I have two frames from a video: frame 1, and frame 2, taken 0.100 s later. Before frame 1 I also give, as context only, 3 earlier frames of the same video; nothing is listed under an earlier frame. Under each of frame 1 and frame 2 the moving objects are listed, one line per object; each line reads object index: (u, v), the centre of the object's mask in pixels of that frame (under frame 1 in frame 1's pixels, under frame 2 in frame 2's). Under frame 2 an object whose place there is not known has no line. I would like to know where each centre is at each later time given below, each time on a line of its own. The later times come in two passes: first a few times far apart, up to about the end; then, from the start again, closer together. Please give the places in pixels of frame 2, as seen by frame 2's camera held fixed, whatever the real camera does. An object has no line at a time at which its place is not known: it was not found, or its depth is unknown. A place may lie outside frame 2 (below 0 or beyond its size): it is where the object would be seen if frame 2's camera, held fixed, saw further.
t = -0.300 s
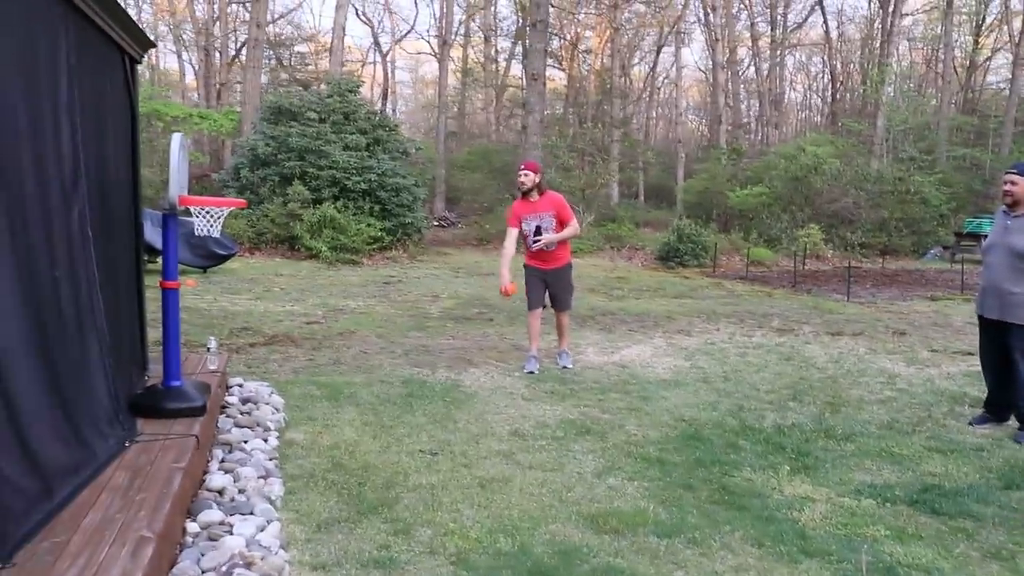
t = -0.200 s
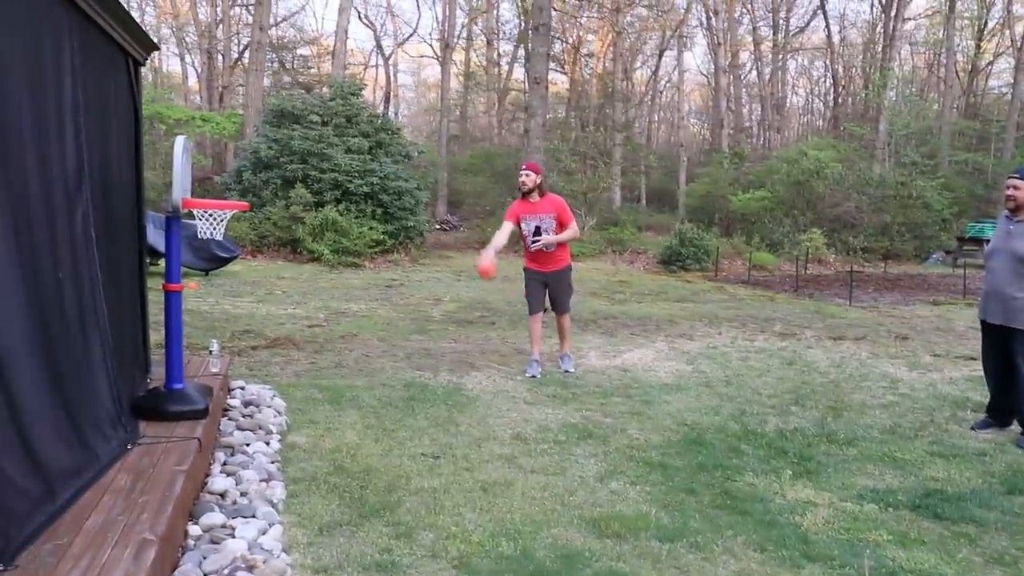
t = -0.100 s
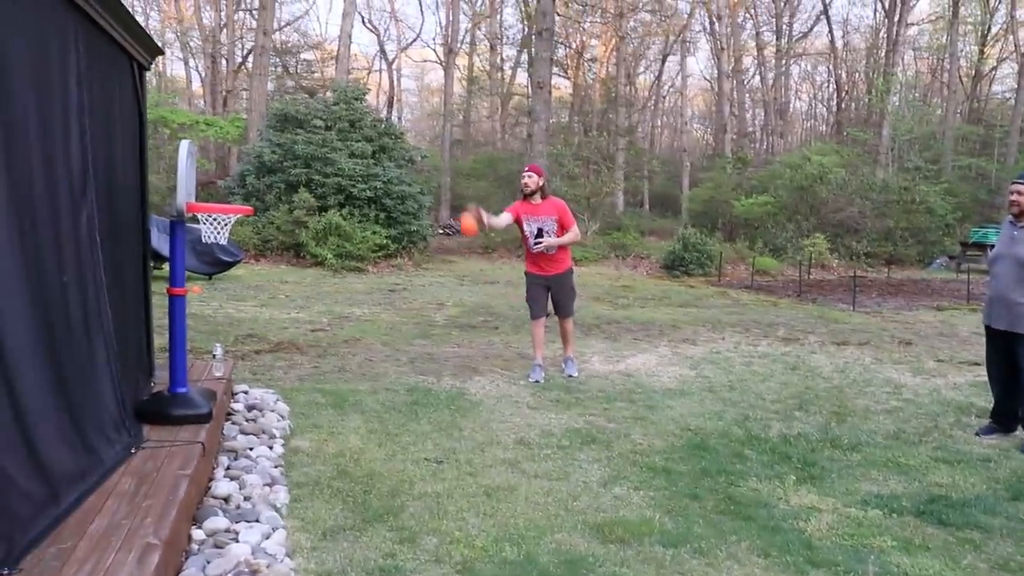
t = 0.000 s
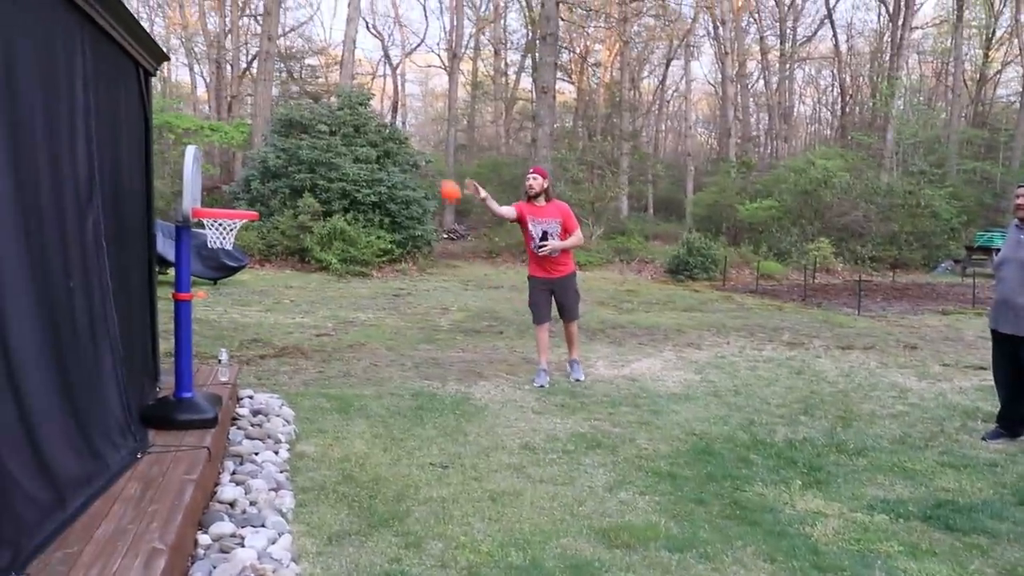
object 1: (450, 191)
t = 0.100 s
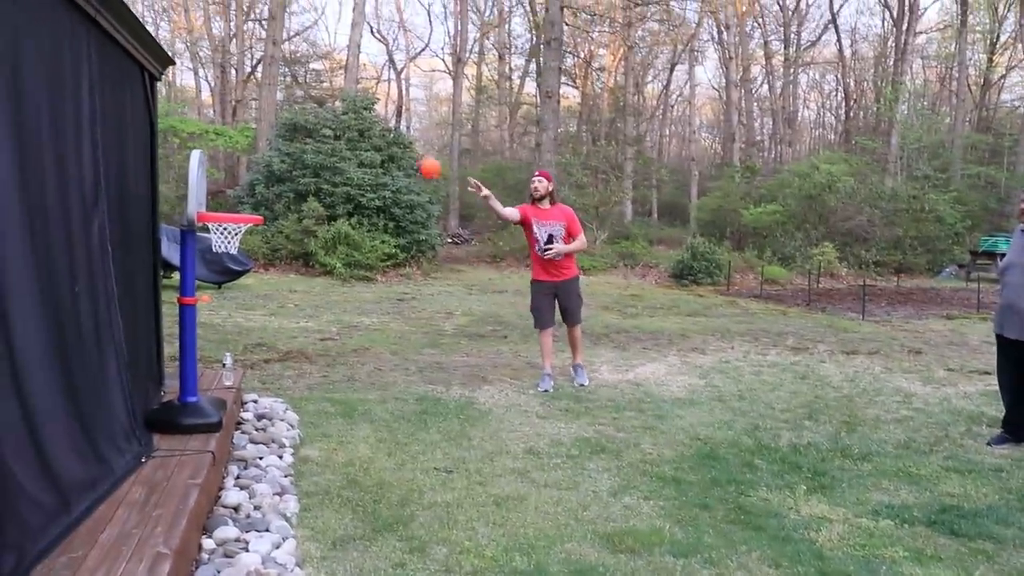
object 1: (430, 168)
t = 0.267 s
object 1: (384, 148)
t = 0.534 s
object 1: (294, 212)
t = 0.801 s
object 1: (181, 437)
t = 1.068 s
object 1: (119, 307)
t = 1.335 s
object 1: (90, 298)
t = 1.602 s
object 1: (100, 444)
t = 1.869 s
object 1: (132, 415)
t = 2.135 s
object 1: (173, 474)
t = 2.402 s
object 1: (218, 555)
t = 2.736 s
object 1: (200, 580)
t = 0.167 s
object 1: (412, 155)
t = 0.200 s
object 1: (403, 150)
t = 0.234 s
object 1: (394, 148)
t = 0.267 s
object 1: (384, 148)
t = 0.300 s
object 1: (375, 149)
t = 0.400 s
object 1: (340, 163)
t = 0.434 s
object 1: (330, 171)
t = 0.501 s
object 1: (306, 195)
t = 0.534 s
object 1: (294, 212)
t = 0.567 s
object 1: (282, 230)
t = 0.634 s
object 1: (254, 277)
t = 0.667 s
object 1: (240, 305)
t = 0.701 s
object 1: (226, 333)
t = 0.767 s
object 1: (193, 409)
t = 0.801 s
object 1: (181, 437)
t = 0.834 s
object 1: (172, 418)
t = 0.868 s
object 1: (165, 399)
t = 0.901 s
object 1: (156, 377)
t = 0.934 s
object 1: (149, 360)
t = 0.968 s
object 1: (142, 343)
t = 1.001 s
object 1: (135, 330)
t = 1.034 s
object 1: (127, 317)
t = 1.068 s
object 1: (119, 307)
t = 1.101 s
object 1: (112, 299)
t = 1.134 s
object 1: (104, 293)
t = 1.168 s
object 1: (97, 290)
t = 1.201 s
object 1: (93, 288)
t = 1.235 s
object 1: (91, 288)
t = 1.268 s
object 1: (90, 289)
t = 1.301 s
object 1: (90, 291)
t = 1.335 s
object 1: (90, 298)
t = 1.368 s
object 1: (91, 306)
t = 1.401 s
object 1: (91, 317)
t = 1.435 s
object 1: (92, 331)
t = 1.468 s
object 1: (93, 348)
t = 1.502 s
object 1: (94, 368)
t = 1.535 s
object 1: (96, 391)
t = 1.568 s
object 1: (97, 417)
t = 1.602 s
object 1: (100, 444)
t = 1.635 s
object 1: (103, 473)
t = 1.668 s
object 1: (107, 485)
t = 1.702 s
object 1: (110, 467)
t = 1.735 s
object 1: (114, 452)
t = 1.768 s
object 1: (118, 439)
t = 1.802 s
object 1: (121, 428)
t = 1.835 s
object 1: (126, 420)
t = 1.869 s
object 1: (132, 415)
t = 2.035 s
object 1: (154, 427)
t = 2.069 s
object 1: (161, 439)
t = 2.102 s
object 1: (166, 454)
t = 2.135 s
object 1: (173, 474)
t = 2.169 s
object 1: (182, 498)
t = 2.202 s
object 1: (188, 524)
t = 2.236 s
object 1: (199, 542)
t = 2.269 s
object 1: (215, 560)
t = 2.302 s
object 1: (228, 578)
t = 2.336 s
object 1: (232, 579)
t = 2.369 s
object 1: (225, 565)
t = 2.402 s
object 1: (218, 555)
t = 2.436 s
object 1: (212, 548)
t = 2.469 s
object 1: (205, 544)
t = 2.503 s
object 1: (197, 544)
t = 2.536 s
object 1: (192, 546)
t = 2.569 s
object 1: (186, 551)
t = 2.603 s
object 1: (177, 561)
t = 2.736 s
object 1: (200, 580)
